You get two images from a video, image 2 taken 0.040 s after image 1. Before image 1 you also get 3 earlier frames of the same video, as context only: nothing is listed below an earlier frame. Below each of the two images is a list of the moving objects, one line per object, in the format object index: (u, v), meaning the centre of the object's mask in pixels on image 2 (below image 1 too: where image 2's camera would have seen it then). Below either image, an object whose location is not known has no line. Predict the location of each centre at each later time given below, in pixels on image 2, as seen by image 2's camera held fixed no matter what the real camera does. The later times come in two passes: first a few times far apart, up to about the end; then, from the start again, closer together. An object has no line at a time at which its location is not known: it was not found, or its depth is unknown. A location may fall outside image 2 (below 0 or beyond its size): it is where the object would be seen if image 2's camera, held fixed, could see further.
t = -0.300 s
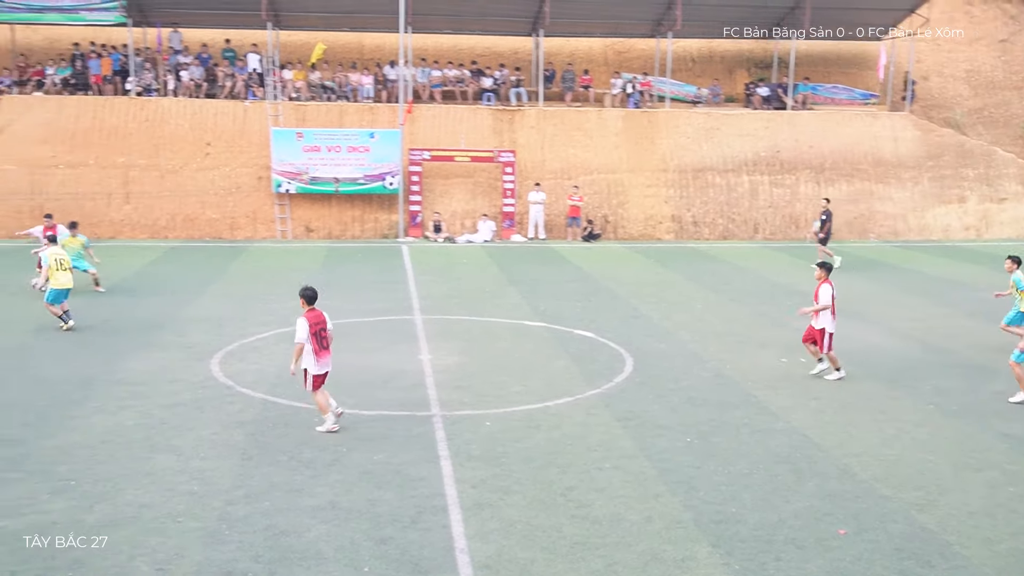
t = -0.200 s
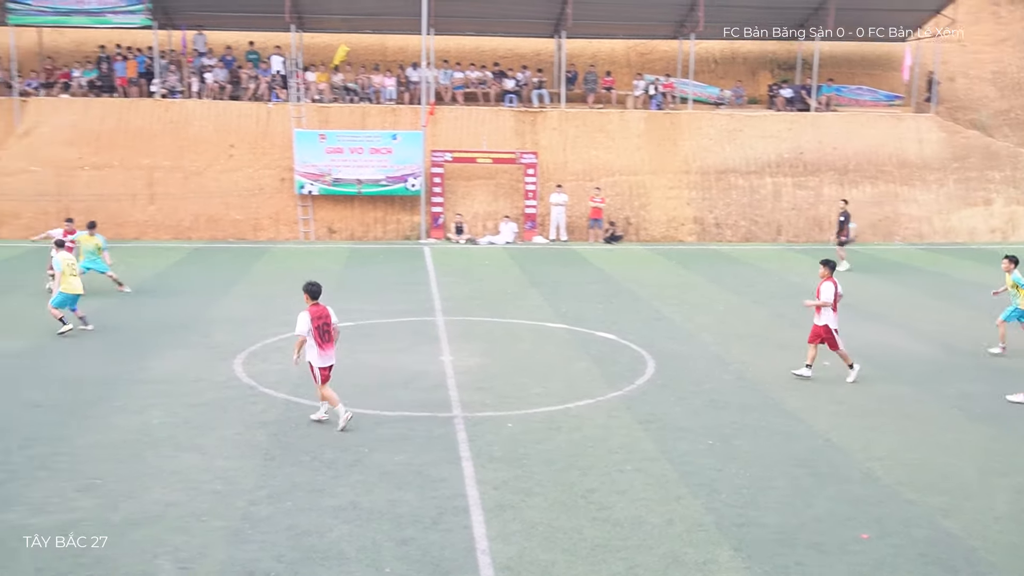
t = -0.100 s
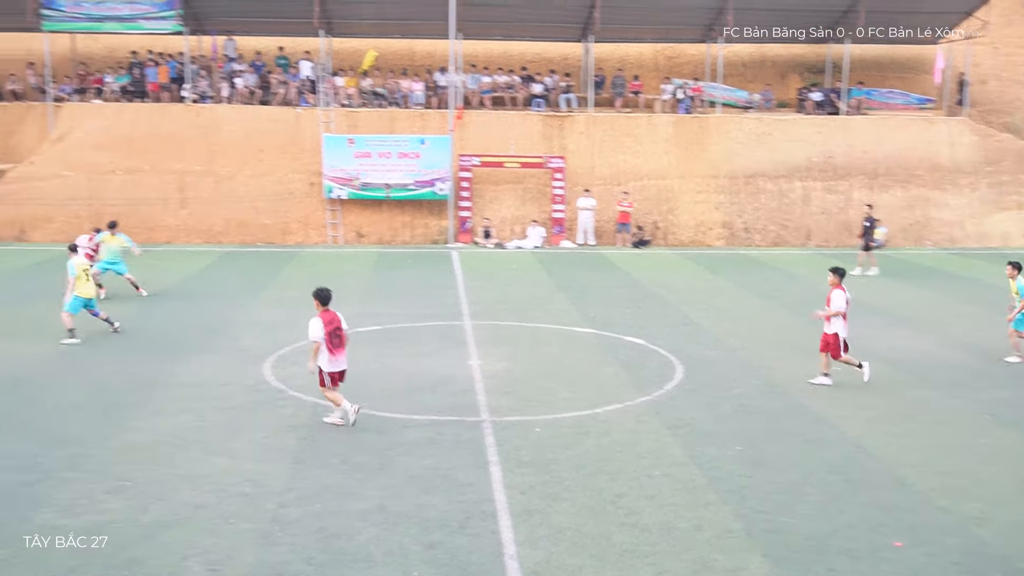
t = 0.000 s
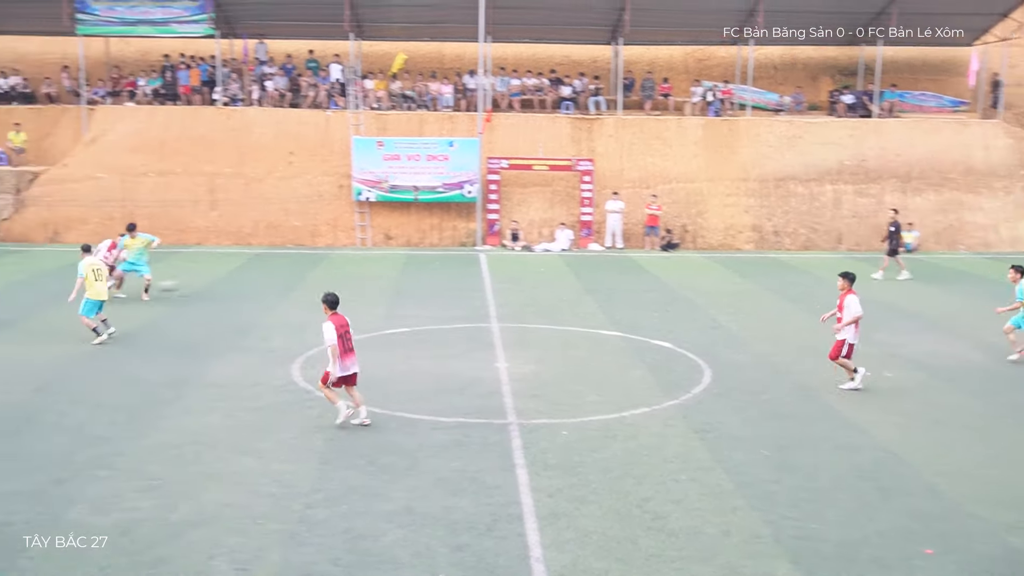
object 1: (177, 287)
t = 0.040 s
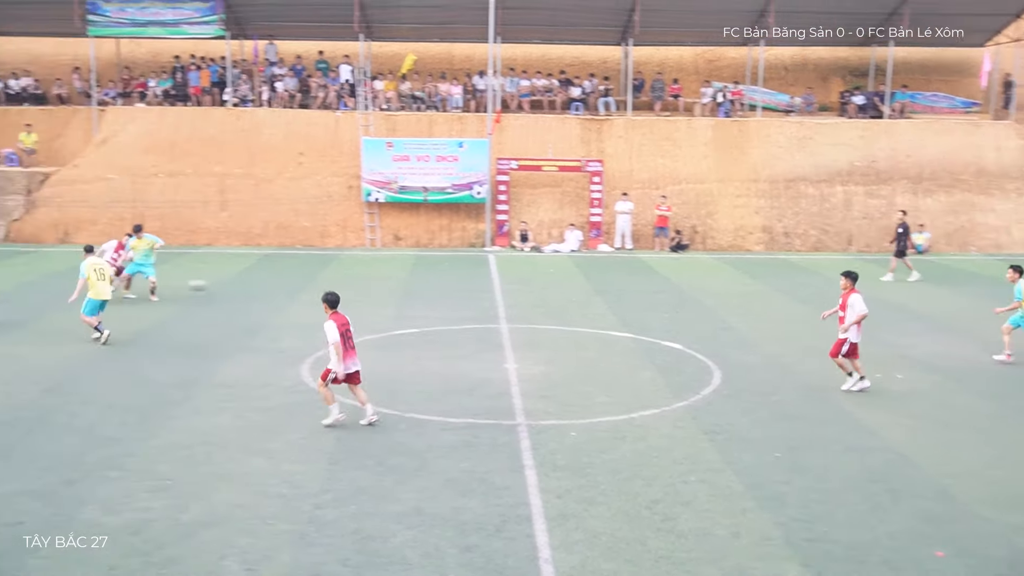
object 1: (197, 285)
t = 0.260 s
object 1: (313, 292)
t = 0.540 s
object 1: (431, 294)
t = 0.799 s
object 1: (521, 303)
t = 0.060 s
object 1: (208, 284)
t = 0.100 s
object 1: (230, 285)
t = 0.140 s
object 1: (251, 284)
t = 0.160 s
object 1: (261, 285)
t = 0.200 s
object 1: (282, 287)
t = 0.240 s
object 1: (303, 290)
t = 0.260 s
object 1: (313, 292)
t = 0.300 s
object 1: (334, 296)
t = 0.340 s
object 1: (355, 301)
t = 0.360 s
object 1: (366, 304)
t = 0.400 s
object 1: (380, 301)
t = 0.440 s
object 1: (396, 297)
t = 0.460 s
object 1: (403, 296)
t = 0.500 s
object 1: (417, 295)
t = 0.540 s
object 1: (431, 294)
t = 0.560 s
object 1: (439, 293)
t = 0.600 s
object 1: (453, 294)
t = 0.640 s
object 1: (467, 295)
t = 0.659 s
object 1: (474, 296)
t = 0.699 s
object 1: (488, 298)
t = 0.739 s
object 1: (501, 302)
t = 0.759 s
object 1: (509, 304)
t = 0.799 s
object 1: (521, 303)
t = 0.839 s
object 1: (534, 300)
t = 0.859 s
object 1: (540, 299)
